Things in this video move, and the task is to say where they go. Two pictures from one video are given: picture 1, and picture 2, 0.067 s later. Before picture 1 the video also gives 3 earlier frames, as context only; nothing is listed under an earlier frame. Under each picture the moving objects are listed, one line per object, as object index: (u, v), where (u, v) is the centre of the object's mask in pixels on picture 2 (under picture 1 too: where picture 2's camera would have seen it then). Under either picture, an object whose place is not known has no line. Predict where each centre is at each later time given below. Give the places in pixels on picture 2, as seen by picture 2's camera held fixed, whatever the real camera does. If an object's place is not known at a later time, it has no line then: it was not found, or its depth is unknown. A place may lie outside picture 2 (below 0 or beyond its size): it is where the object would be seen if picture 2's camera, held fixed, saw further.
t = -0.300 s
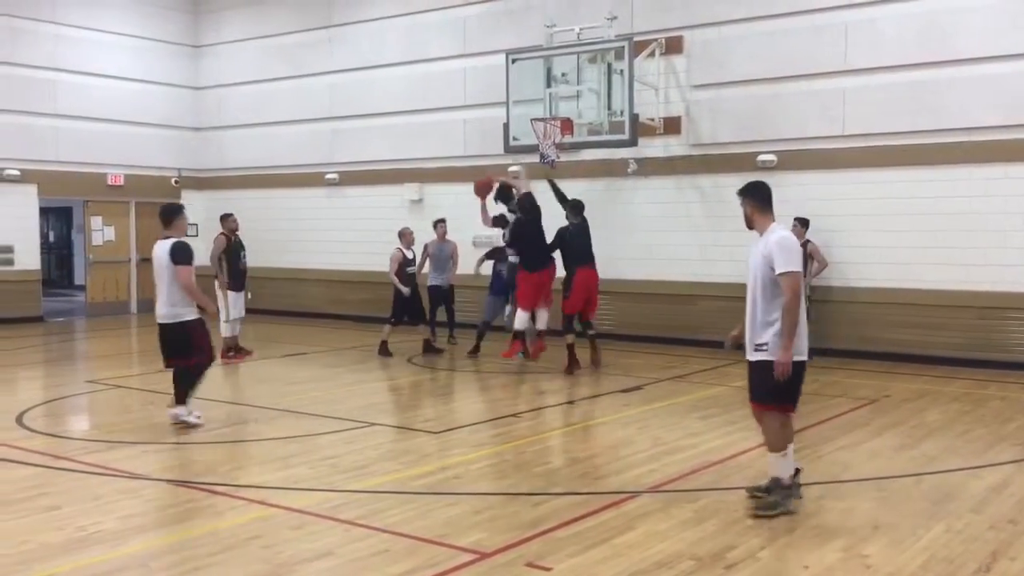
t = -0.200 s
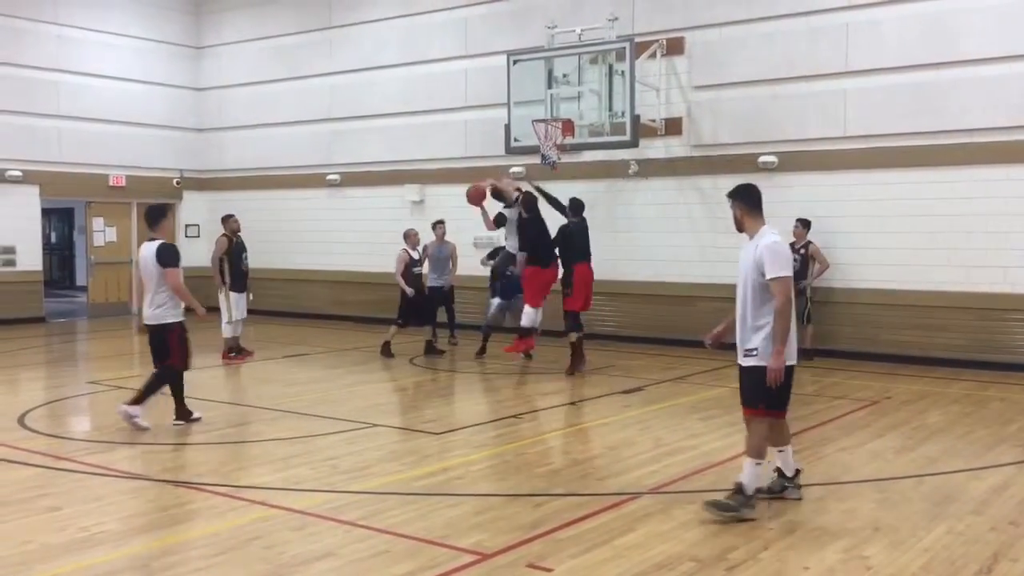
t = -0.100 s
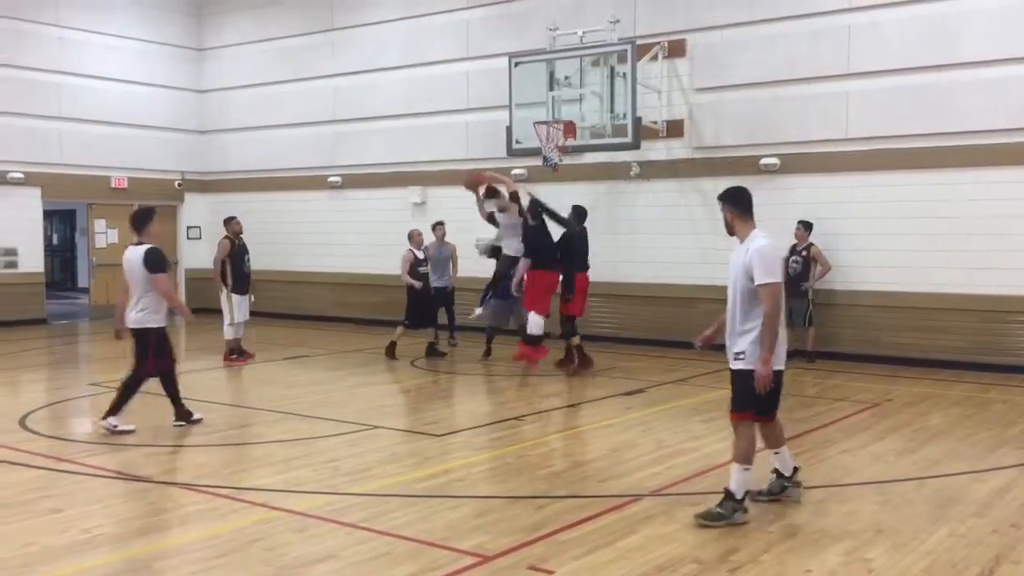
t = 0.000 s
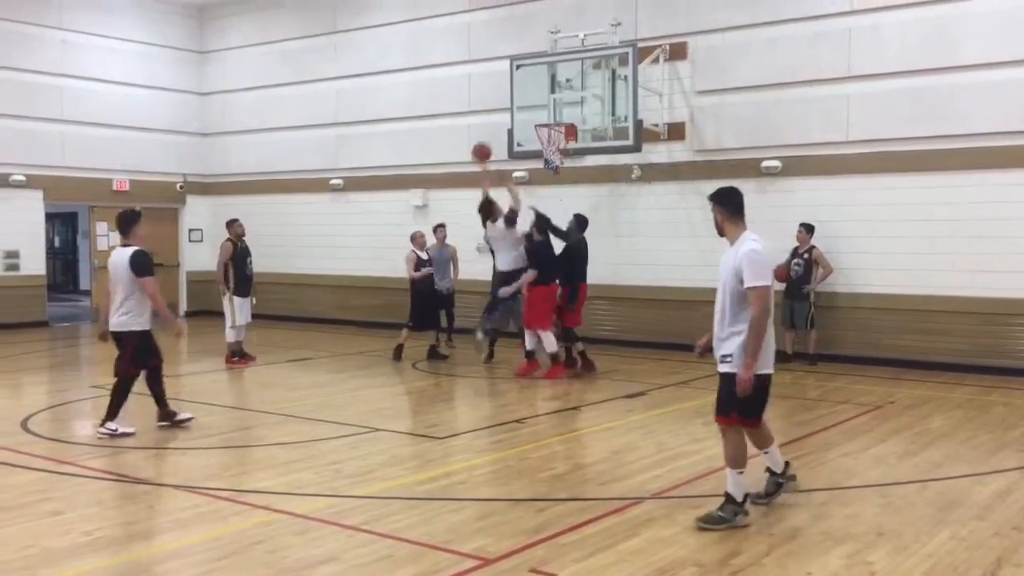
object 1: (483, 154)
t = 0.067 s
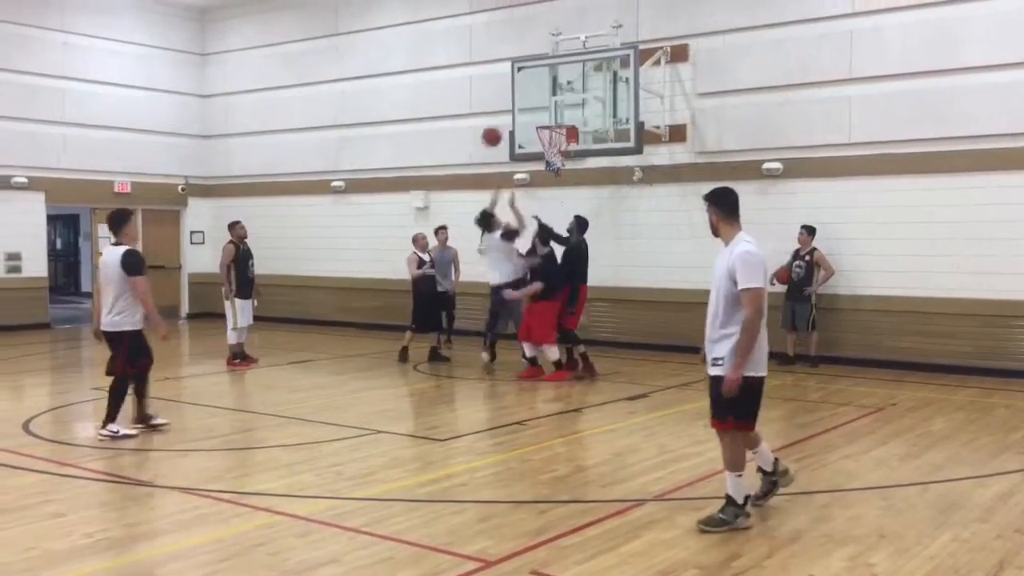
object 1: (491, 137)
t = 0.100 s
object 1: (496, 129)
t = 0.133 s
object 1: (500, 122)
